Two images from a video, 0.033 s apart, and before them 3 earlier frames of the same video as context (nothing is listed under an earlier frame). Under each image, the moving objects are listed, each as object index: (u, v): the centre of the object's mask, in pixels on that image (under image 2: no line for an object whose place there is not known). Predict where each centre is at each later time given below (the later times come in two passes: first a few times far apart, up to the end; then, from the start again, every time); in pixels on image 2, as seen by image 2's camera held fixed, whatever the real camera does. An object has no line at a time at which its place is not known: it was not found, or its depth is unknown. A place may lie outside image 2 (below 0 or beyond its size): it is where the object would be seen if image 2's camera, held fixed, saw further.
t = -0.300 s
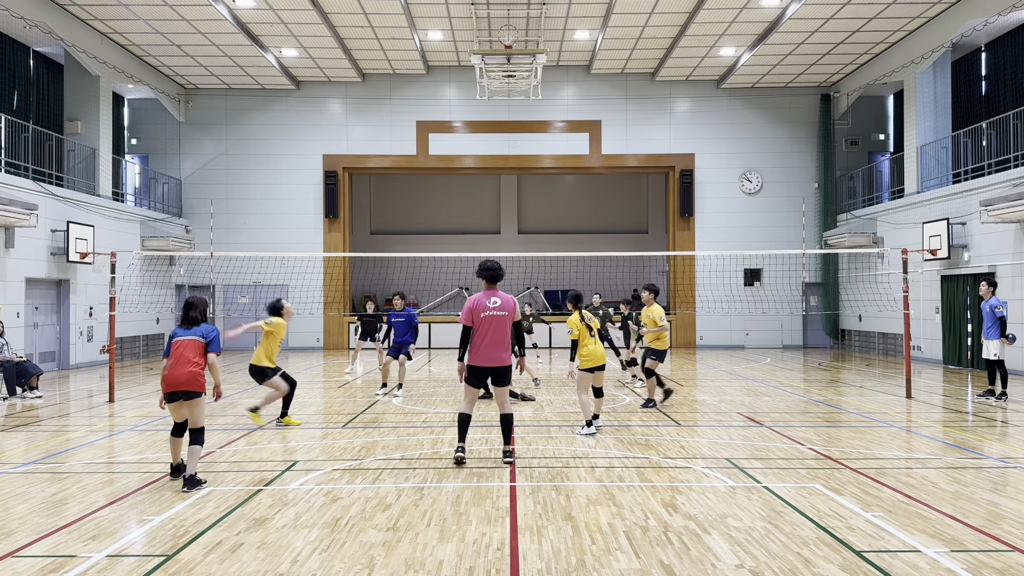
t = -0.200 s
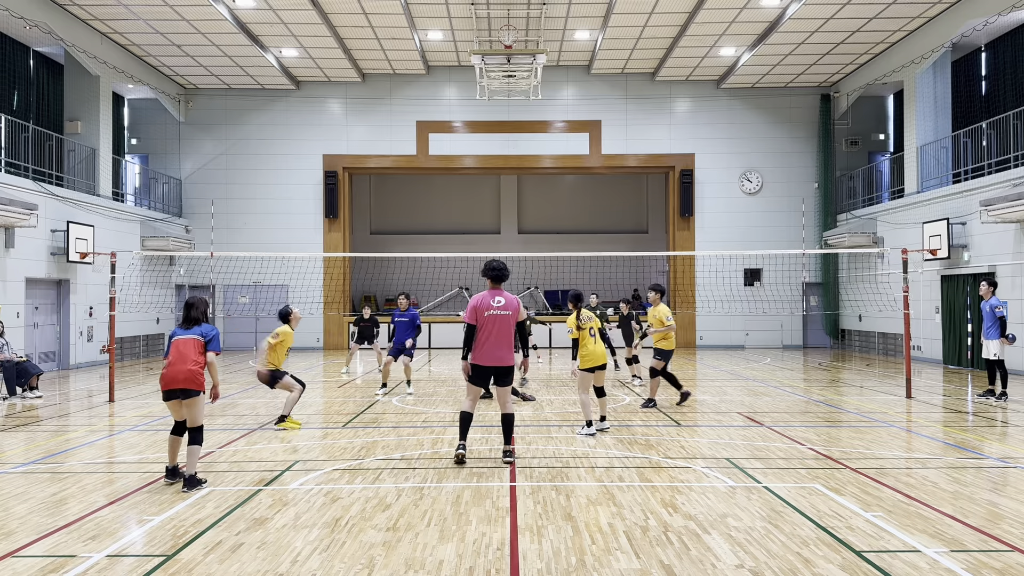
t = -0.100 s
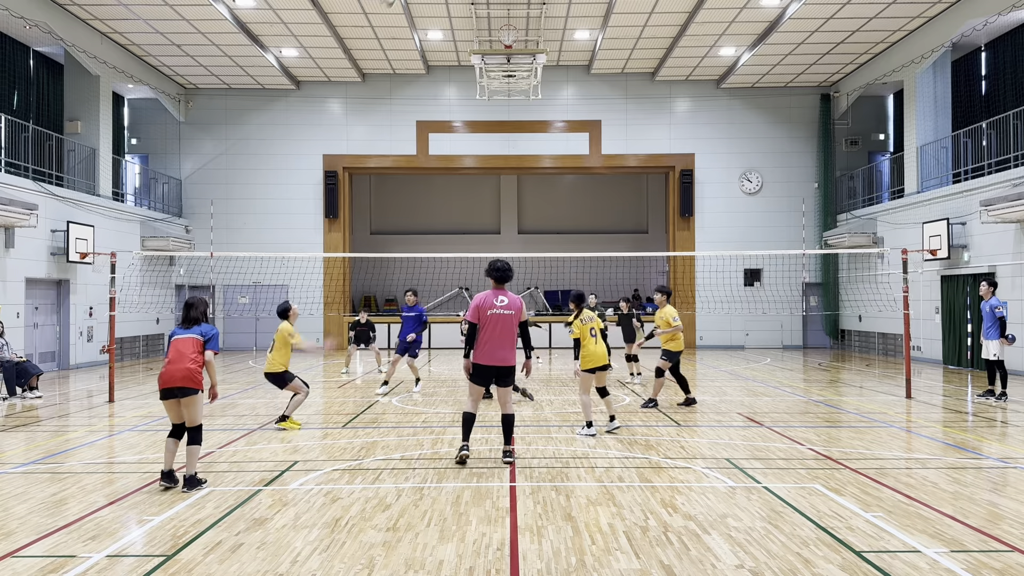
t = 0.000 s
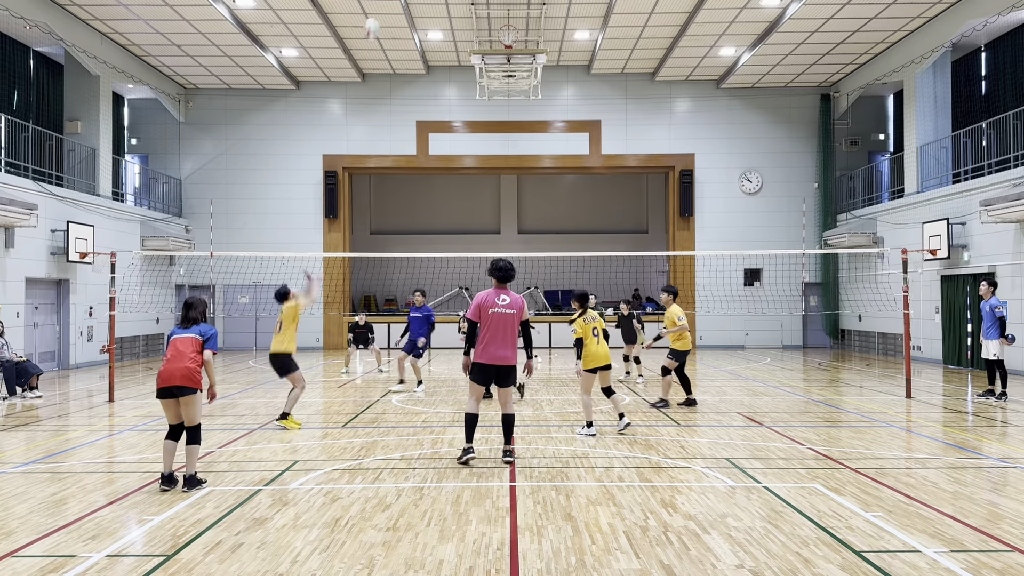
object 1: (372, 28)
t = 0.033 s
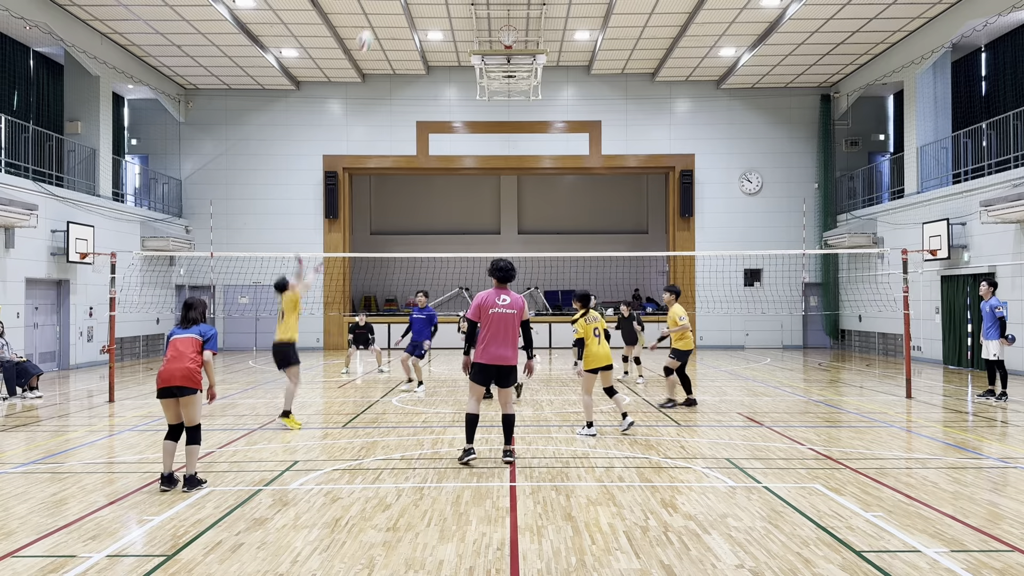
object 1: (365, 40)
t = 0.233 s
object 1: (328, 128)
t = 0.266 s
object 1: (321, 146)
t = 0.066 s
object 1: (358, 54)
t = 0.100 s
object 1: (353, 66)
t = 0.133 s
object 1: (346, 82)
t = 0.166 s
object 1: (340, 95)
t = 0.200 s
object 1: (334, 111)
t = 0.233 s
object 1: (328, 128)
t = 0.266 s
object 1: (321, 146)
